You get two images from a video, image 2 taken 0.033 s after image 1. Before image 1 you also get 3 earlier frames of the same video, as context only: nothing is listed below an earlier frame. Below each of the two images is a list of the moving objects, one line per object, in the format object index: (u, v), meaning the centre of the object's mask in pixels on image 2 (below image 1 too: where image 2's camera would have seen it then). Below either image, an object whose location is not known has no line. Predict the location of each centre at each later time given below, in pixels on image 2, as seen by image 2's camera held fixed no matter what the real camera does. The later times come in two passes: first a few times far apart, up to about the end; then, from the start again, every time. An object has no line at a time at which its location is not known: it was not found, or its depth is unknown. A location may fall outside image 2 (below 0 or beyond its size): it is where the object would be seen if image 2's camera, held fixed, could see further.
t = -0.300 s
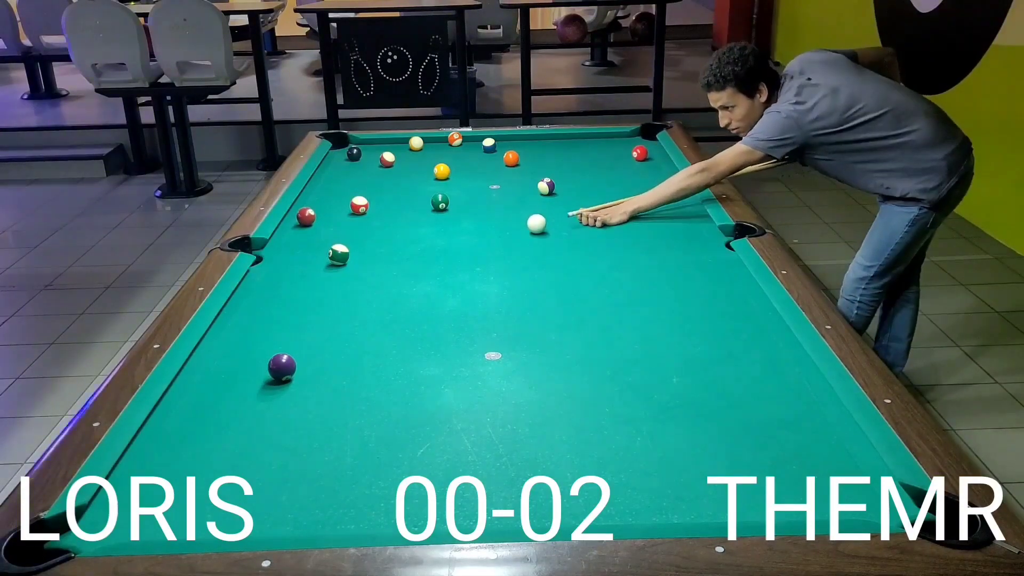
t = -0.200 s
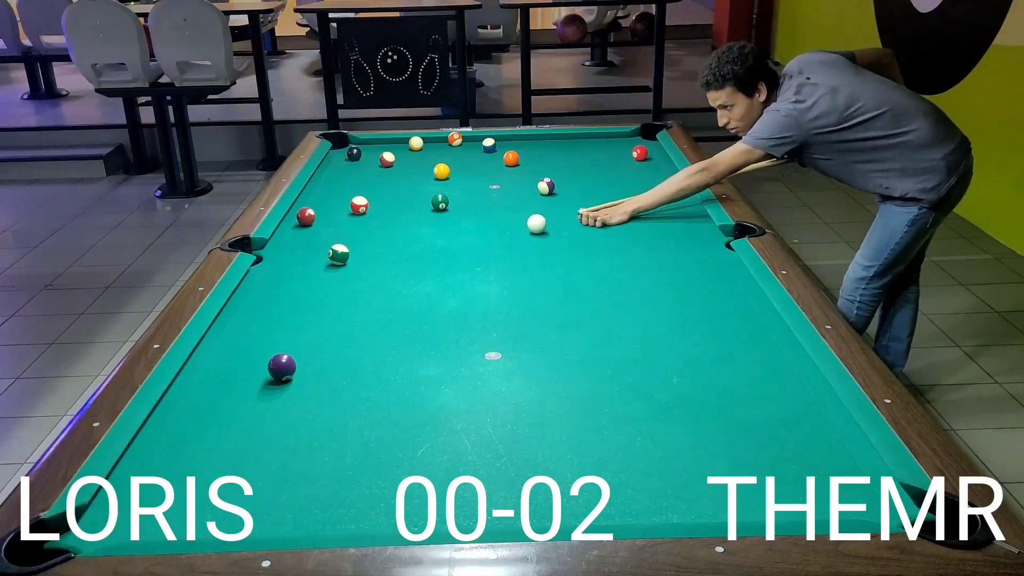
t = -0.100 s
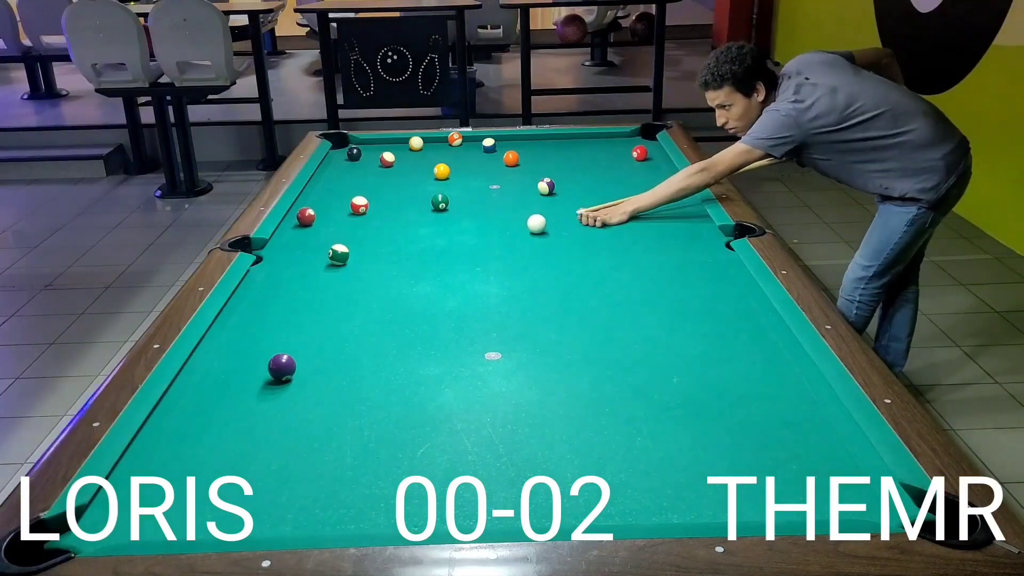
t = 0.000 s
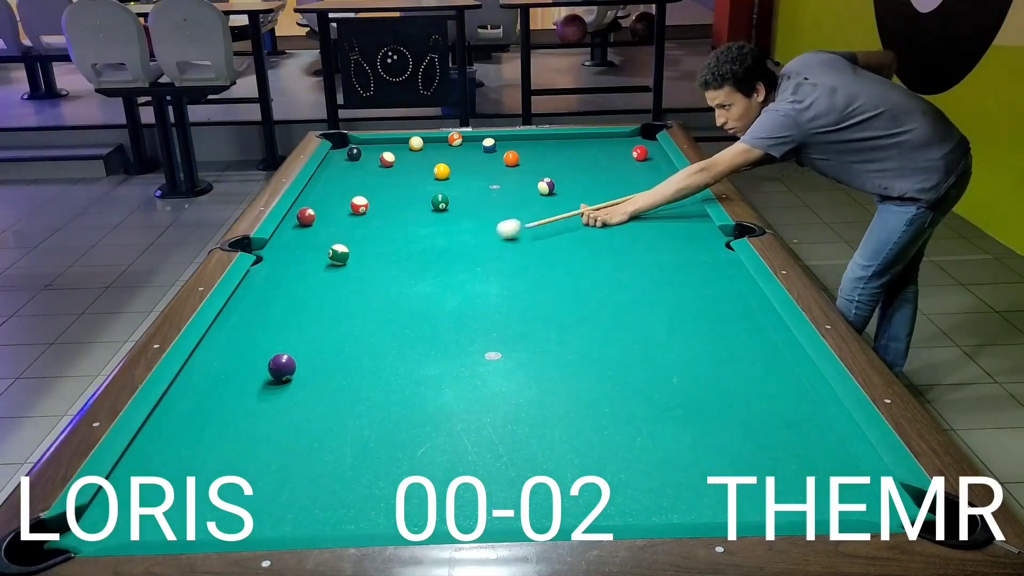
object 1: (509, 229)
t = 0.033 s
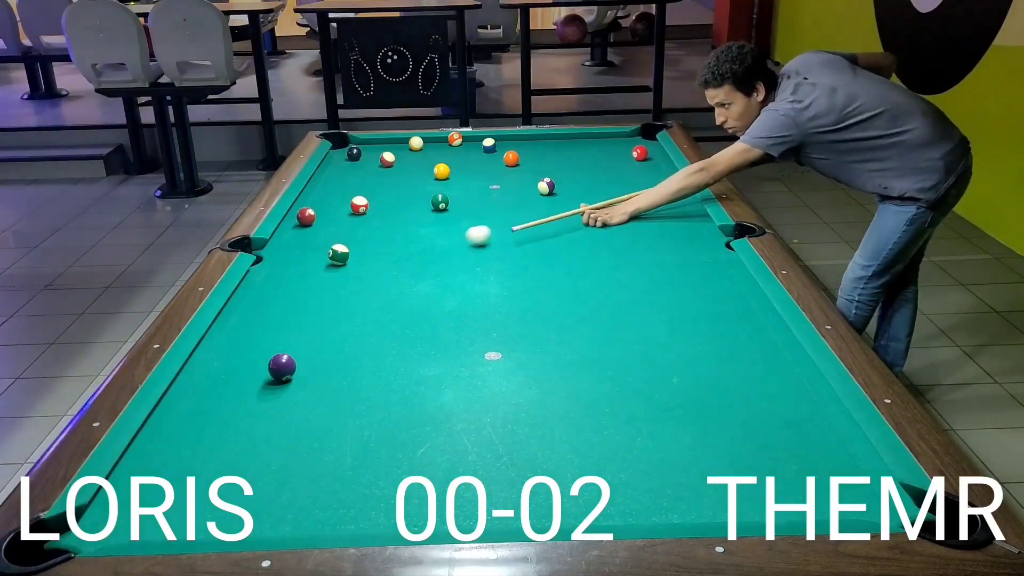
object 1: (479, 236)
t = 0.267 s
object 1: (260, 281)
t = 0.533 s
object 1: (373, 340)
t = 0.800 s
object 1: (522, 420)
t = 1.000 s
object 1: (675, 503)
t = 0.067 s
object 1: (448, 242)
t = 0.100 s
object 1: (418, 248)
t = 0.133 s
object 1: (387, 254)
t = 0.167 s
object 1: (356, 261)
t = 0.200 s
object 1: (324, 268)
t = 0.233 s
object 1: (293, 274)
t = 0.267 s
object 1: (260, 281)
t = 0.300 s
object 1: (259, 288)
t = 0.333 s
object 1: (276, 294)
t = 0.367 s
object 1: (294, 301)
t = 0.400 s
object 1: (310, 308)
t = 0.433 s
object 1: (327, 316)
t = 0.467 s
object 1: (343, 323)
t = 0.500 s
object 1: (358, 331)
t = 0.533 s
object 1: (373, 340)
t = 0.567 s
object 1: (389, 348)
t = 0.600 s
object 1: (406, 357)
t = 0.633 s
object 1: (423, 367)
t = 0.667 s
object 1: (441, 376)
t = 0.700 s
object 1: (460, 386)
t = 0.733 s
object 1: (480, 397)
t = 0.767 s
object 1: (500, 408)
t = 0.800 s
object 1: (522, 420)
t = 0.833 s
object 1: (544, 432)
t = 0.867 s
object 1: (568, 445)
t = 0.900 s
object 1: (593, 458)
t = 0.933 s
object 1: (619, 472)
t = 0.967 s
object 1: (646, 487)
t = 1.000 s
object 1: (675, 503)
